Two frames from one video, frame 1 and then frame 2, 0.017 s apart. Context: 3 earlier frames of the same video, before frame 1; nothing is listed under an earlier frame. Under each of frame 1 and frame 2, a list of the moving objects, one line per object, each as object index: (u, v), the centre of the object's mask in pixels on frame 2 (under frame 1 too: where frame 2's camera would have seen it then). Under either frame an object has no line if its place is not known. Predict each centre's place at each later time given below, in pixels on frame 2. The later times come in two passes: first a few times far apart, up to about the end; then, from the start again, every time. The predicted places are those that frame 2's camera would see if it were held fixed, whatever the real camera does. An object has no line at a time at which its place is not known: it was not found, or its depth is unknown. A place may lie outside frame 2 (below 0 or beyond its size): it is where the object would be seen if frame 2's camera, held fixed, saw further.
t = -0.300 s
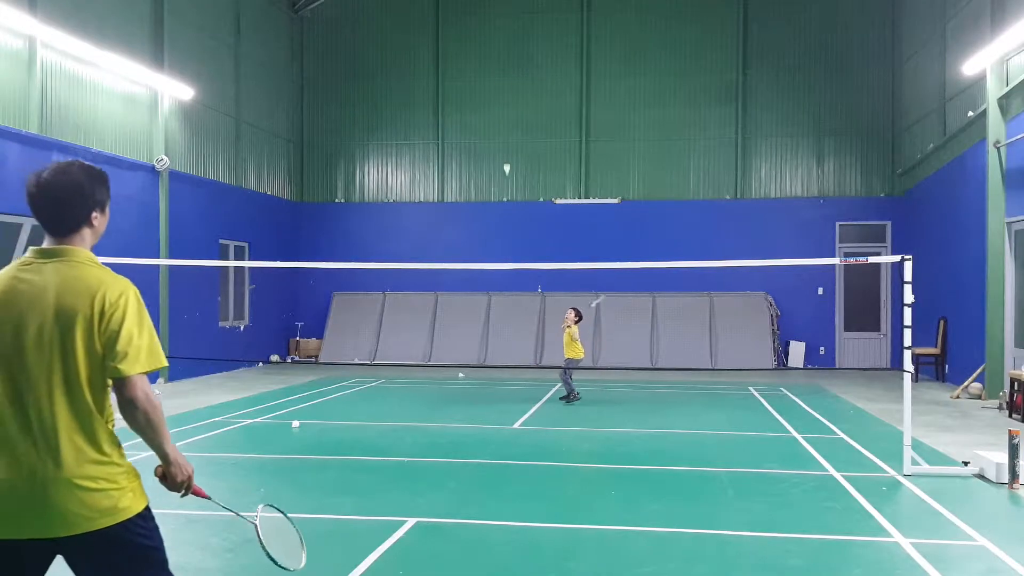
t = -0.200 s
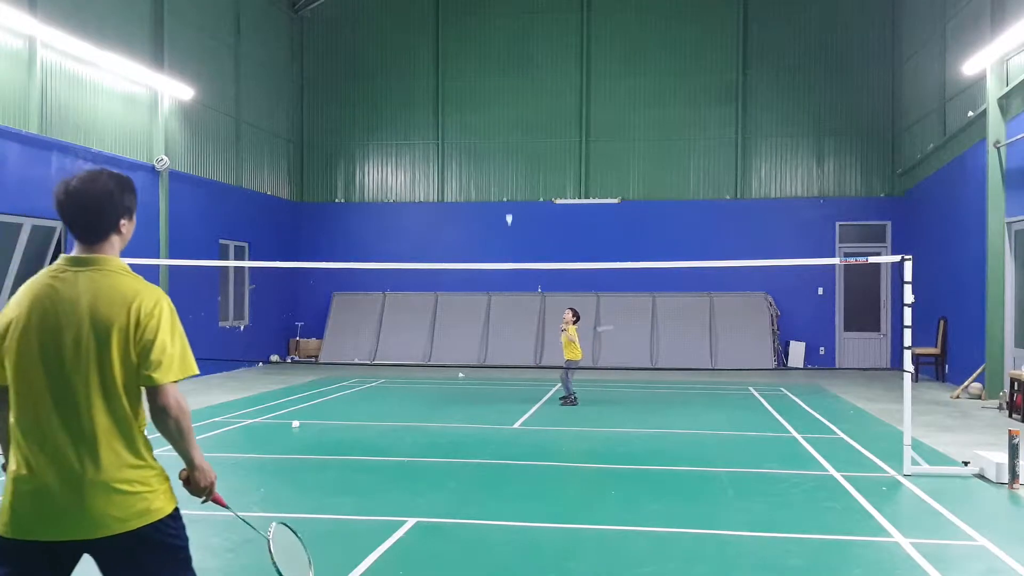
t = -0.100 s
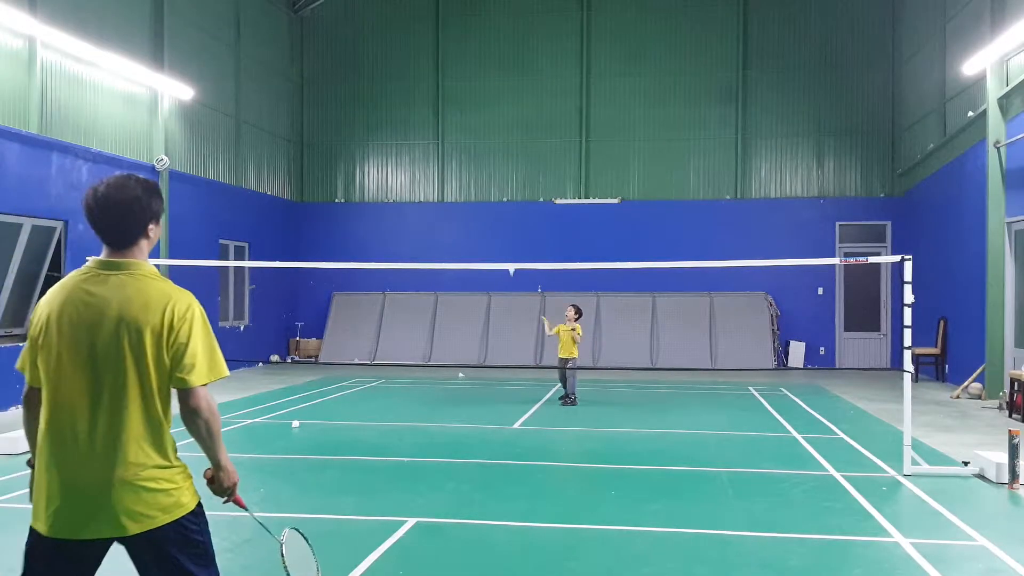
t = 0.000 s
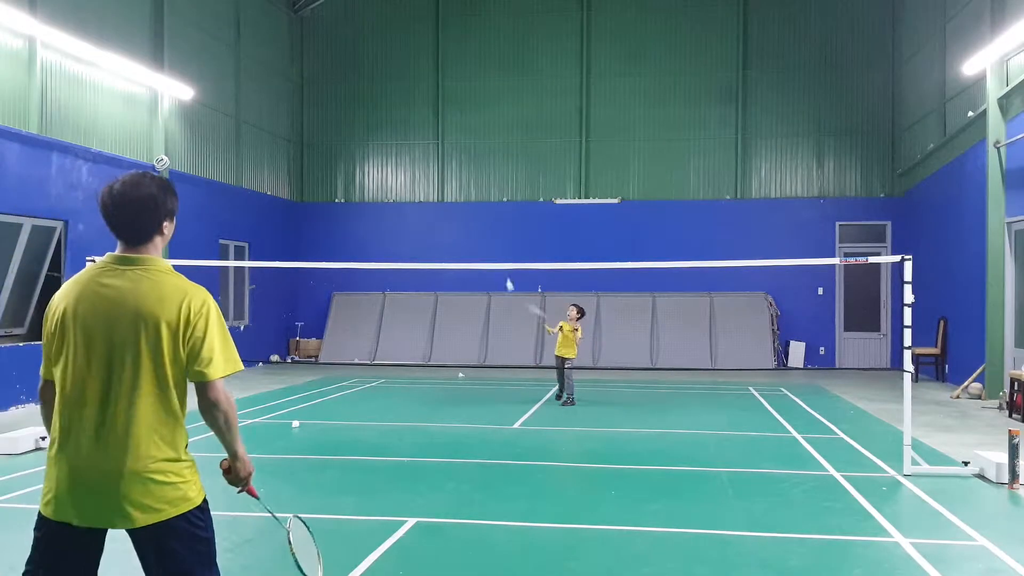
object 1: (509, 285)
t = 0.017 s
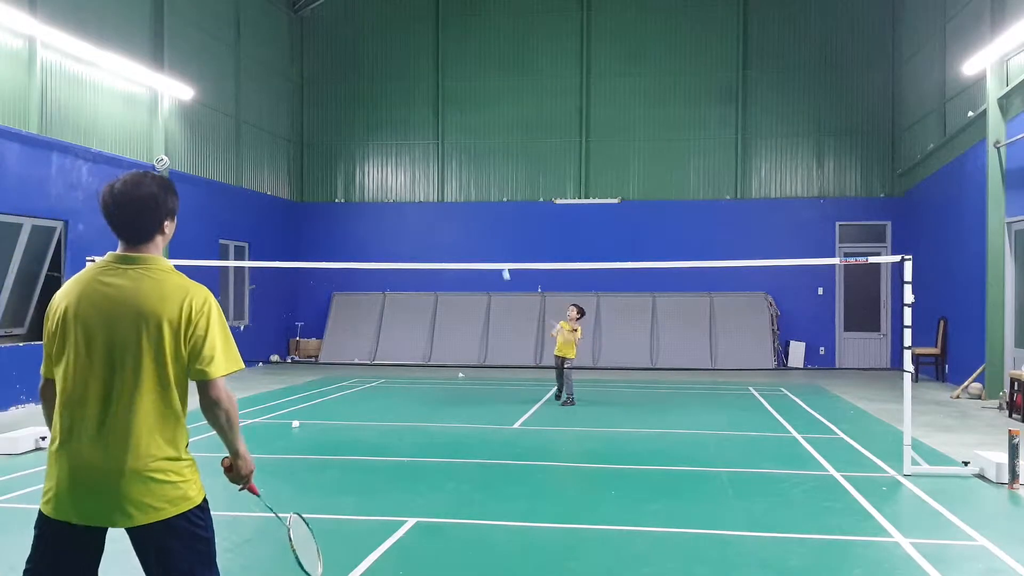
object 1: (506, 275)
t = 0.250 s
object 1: (482, 162)
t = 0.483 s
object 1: (454, 114)
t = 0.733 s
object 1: (416, 167)
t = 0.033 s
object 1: (503, 259)
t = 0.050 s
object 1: (503, 249)
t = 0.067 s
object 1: (503, 242)
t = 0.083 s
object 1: (501, 235)
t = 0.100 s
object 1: (499, 227)
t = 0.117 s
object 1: (496, 218)
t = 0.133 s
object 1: (495, 211)
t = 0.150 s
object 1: (493, 203)
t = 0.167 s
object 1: (491, 195)
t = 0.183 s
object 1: (489, 189)
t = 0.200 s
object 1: (488, 182)
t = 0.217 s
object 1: (486, 175)
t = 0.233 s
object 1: (484, 169)
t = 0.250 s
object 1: (482, 162)
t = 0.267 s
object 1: (480, 157)
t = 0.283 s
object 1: (478, 151)
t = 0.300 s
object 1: (476, 146)
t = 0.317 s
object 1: (475, 142)
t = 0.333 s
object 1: (473, 137)
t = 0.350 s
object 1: (471, 133)
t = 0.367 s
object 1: (469, 130)
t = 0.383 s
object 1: (467, 126)
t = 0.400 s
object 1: (465, 123)
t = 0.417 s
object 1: (463, 121)
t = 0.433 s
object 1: (461, 119)
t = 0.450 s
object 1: (459, 117)
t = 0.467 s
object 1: (457, 115)
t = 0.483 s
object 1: (454, 114)
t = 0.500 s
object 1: (452, 114)
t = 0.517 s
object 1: (449, 114)
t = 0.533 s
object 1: (447, 114)
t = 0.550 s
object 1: (445, 115)
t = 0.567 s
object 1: (443, 117)
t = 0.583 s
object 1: (441, 119)
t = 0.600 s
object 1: (438, 122)
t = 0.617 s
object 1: (436, 125)
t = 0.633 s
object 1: (433, 129)
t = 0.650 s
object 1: (431, 134)
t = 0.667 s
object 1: (428, 139)
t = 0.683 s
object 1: (426, 145)
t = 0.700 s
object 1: (423, 151)
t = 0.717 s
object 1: (419, 159)
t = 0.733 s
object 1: (416, 167)
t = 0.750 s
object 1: (413, 175)
